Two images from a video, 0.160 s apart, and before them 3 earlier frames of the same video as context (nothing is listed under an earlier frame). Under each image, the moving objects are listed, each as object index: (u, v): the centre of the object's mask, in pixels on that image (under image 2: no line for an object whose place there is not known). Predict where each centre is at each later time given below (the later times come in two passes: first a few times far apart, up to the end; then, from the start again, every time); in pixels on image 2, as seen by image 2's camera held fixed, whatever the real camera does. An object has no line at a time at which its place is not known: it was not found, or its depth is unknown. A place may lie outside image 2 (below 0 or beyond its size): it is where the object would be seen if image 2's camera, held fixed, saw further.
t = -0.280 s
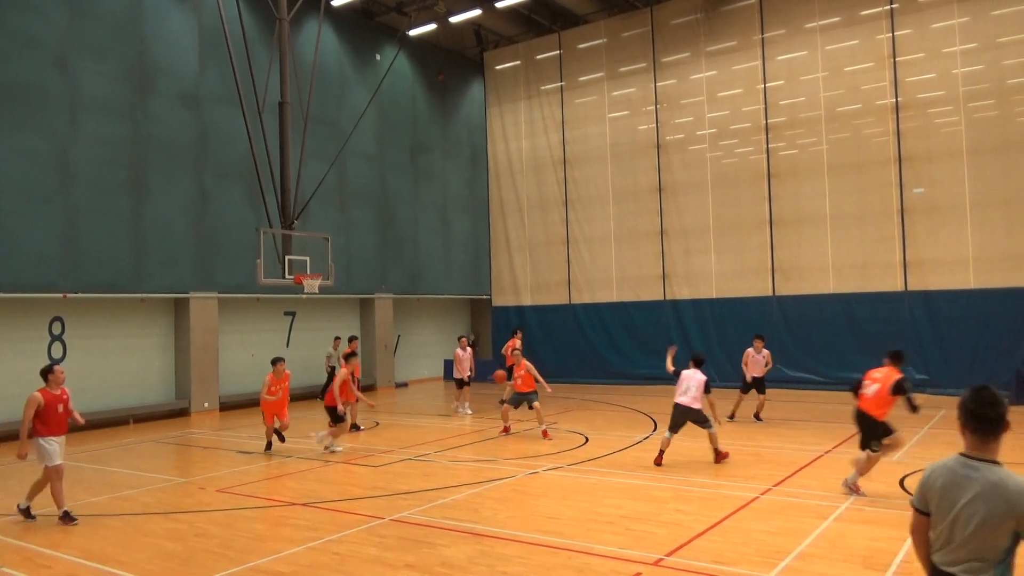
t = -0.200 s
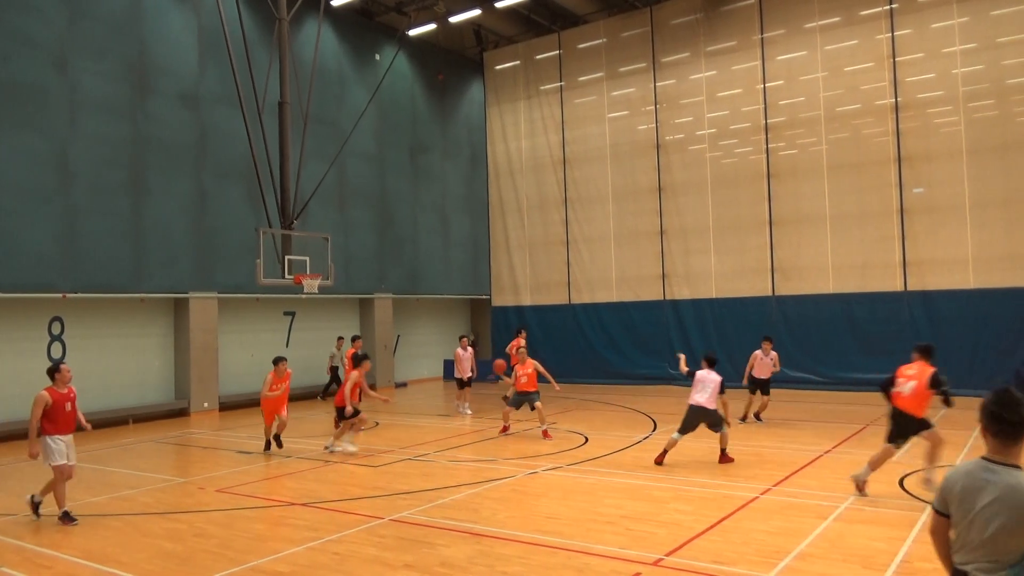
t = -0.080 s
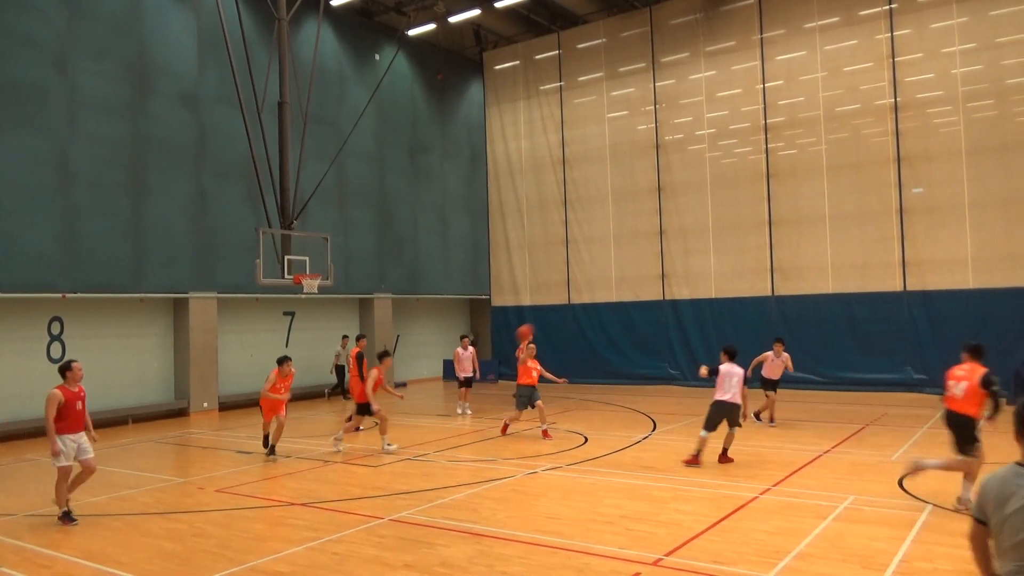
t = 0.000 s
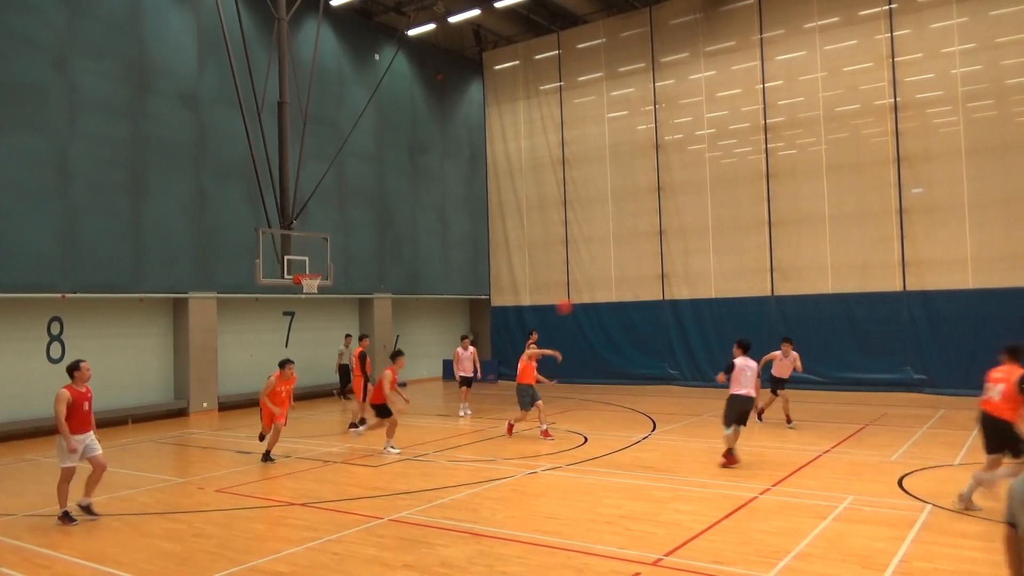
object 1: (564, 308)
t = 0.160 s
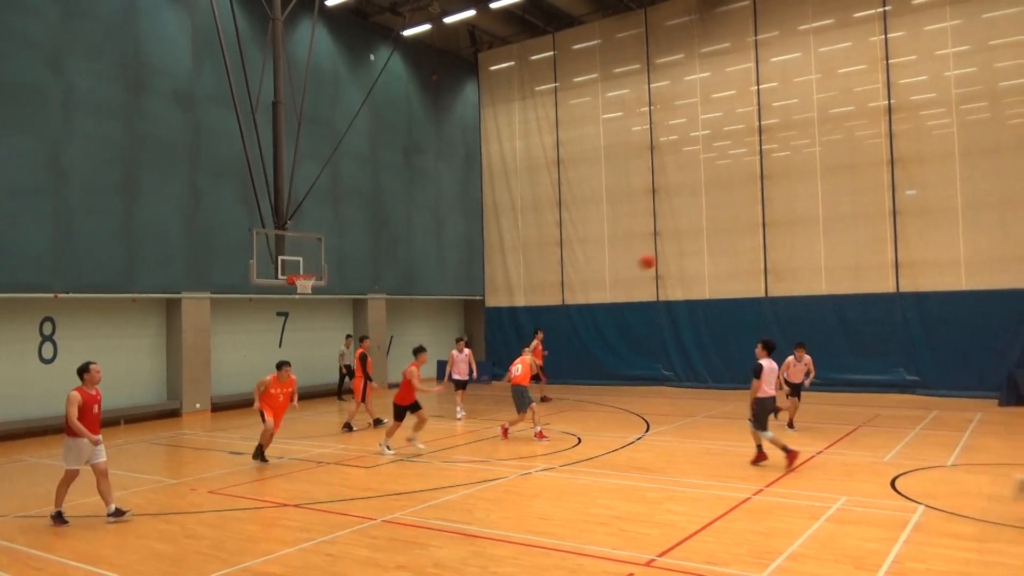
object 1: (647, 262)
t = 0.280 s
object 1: (719, 232)
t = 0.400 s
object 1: (802, 210)
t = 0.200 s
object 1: (671, 252)
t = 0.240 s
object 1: (696, 241)
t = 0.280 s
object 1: (719, 232)
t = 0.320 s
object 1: (746, 223)
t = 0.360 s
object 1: (773, 216)
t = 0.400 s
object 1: (802, 210)
